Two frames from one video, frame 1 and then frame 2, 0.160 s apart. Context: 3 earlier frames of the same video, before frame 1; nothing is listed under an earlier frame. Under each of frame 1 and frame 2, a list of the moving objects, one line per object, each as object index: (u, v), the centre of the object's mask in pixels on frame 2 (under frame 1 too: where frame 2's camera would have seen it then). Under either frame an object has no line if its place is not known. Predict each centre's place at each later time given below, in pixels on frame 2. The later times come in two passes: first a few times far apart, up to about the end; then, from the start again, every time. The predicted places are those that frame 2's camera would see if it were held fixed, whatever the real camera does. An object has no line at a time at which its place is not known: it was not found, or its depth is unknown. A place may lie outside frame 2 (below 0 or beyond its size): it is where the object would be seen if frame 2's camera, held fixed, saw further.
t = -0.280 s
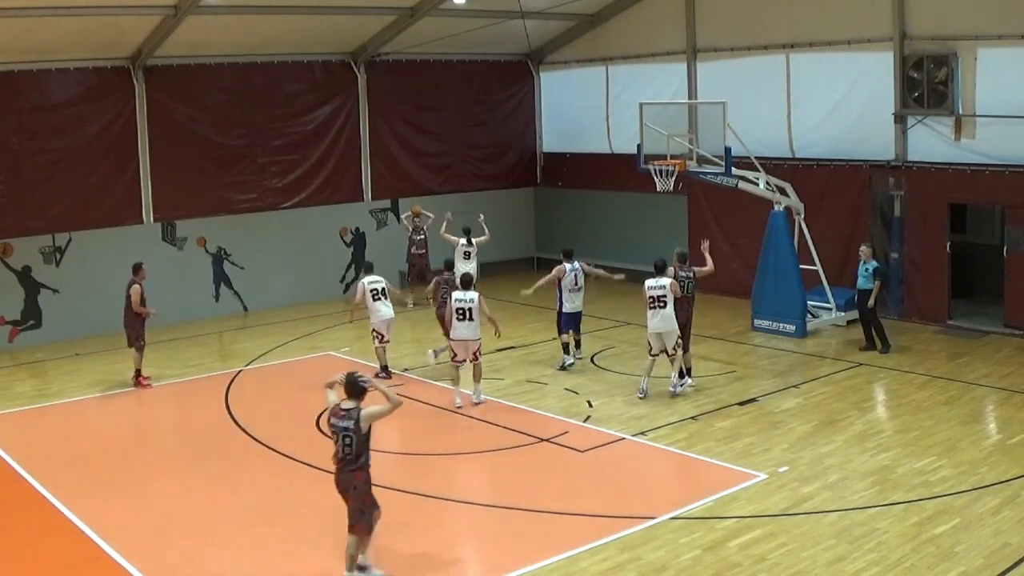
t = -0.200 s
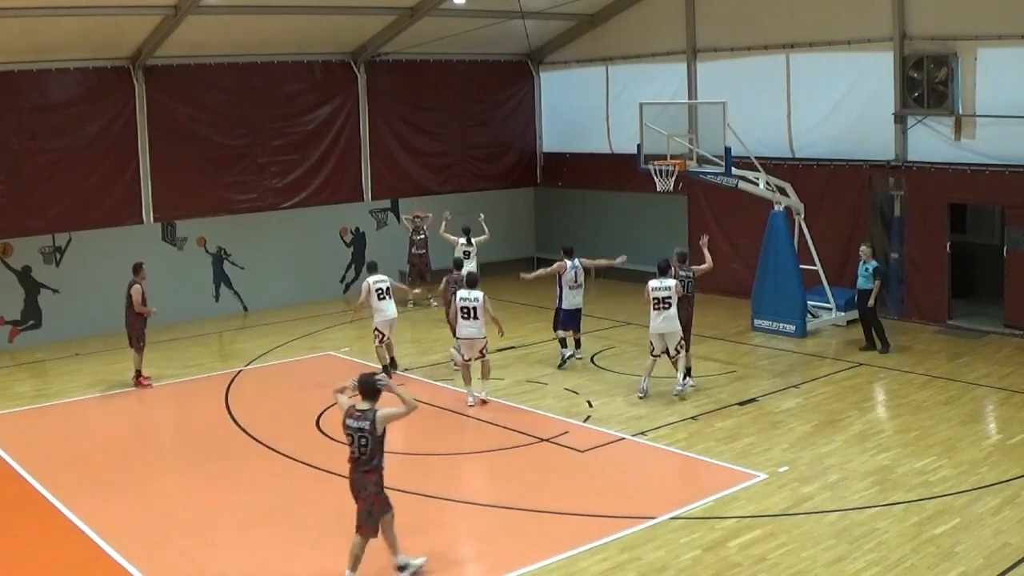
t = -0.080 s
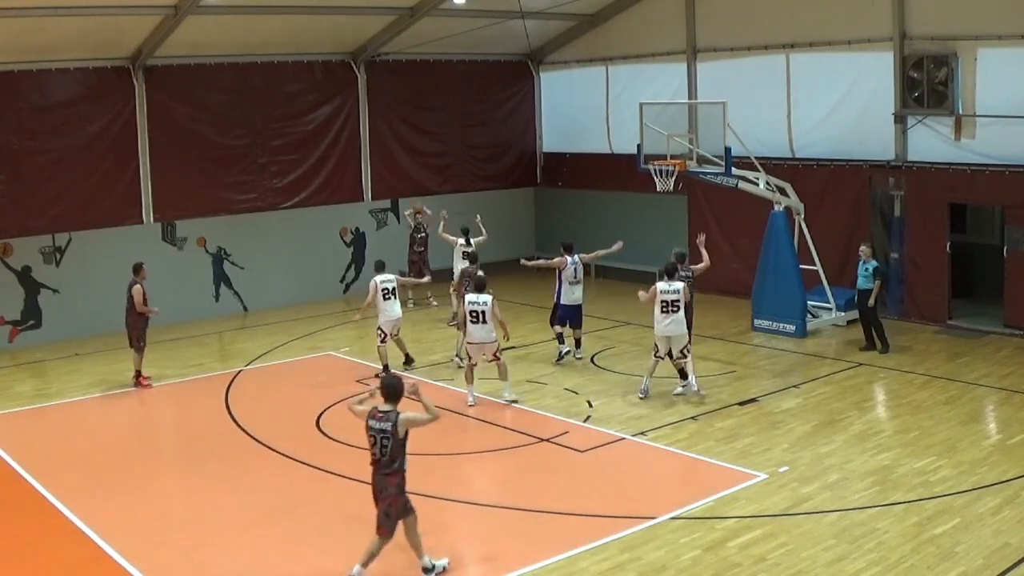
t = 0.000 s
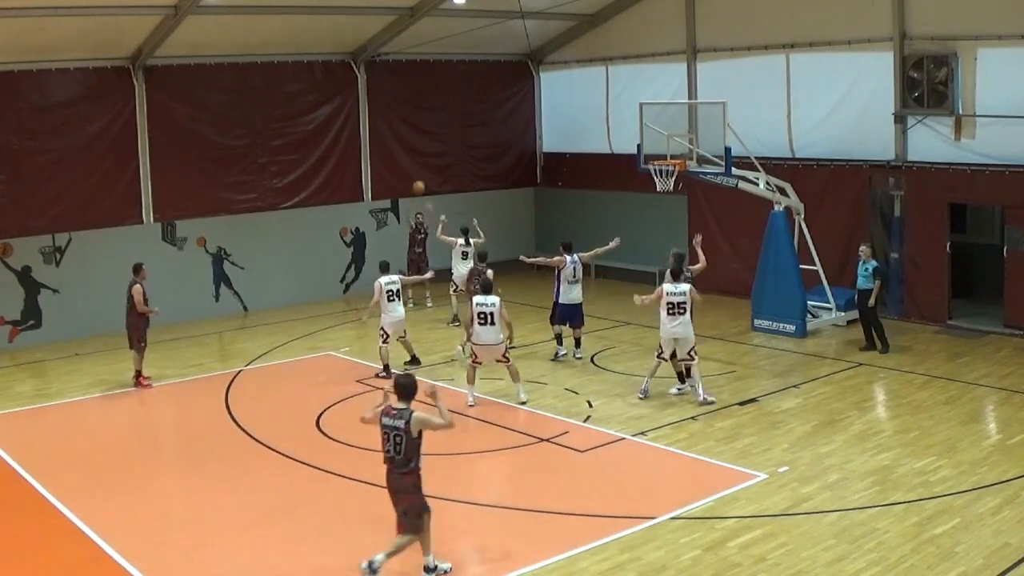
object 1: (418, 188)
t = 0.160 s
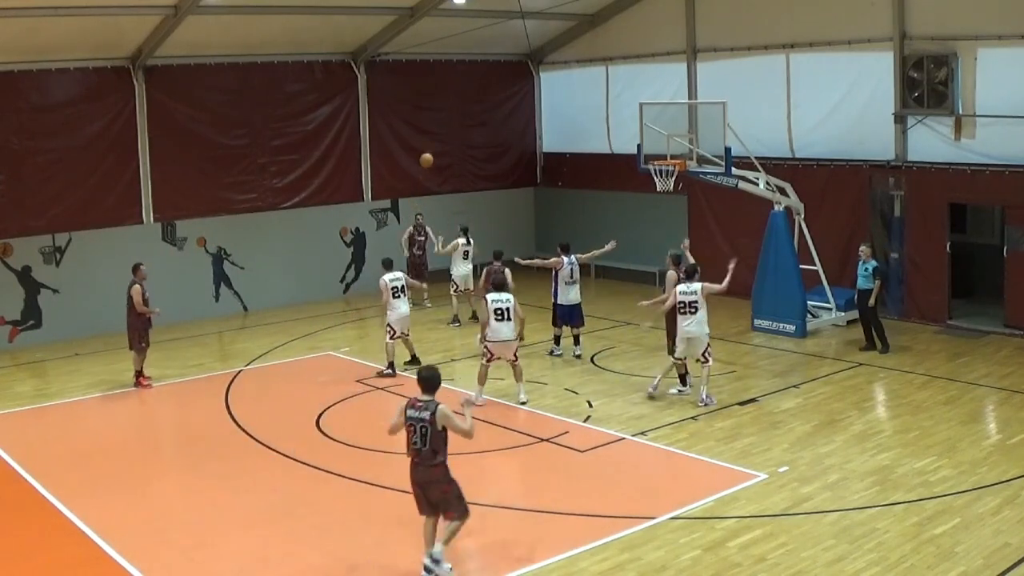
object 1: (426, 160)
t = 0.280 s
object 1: (433, 146)
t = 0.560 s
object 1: (453, 144)
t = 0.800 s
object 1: (476, 193)
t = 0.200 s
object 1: (429, 155)
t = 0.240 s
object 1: (431, 150)
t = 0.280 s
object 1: (433, 146)
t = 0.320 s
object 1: (436, 143)
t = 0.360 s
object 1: (438, 140)
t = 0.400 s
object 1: (441, 139)
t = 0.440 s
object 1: (444, 139)
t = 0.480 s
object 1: (447, 139)
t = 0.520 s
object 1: (450, 141)
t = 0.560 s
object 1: (453, 144)
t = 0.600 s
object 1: (456, 148)
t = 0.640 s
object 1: (460, 153)
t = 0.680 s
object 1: (464, 161)
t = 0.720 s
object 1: (467, 170)
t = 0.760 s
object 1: (472, 180)
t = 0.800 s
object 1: (476, 193)
